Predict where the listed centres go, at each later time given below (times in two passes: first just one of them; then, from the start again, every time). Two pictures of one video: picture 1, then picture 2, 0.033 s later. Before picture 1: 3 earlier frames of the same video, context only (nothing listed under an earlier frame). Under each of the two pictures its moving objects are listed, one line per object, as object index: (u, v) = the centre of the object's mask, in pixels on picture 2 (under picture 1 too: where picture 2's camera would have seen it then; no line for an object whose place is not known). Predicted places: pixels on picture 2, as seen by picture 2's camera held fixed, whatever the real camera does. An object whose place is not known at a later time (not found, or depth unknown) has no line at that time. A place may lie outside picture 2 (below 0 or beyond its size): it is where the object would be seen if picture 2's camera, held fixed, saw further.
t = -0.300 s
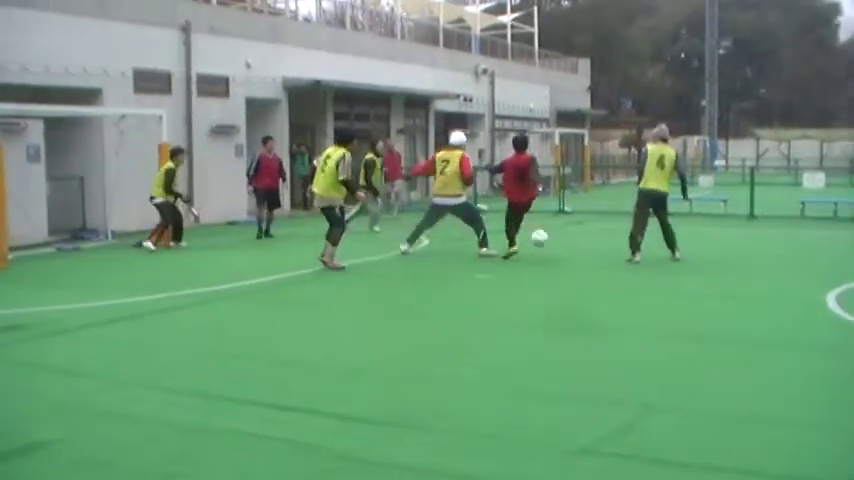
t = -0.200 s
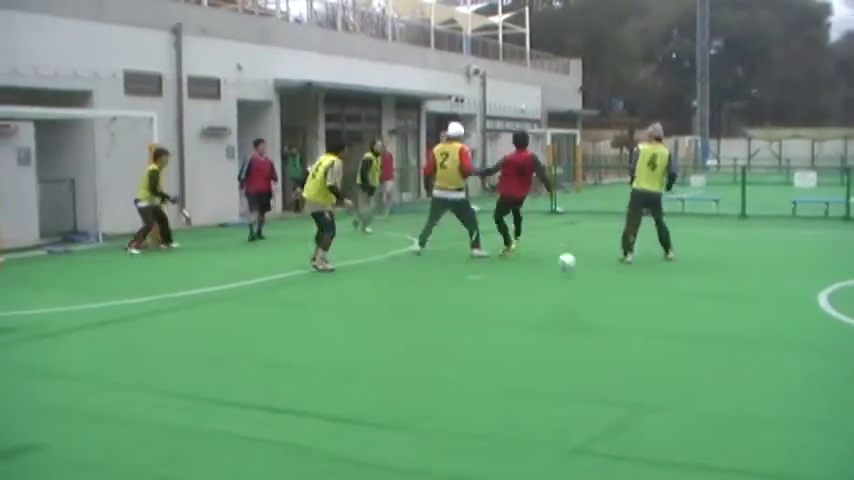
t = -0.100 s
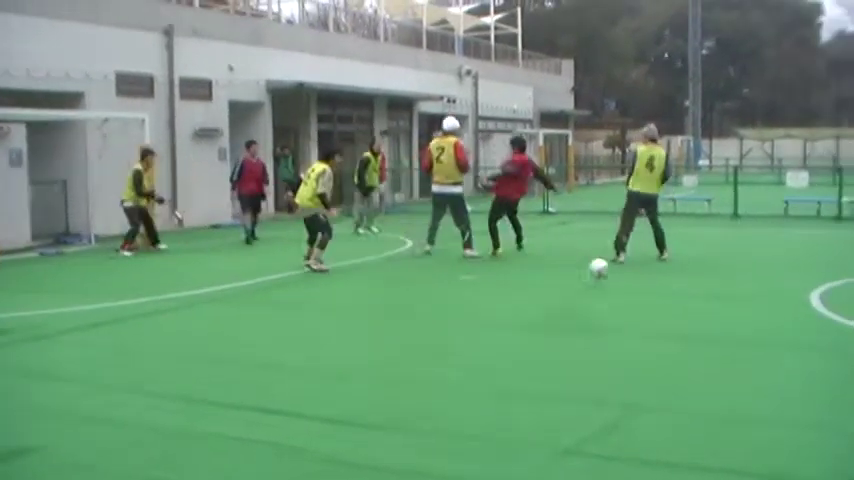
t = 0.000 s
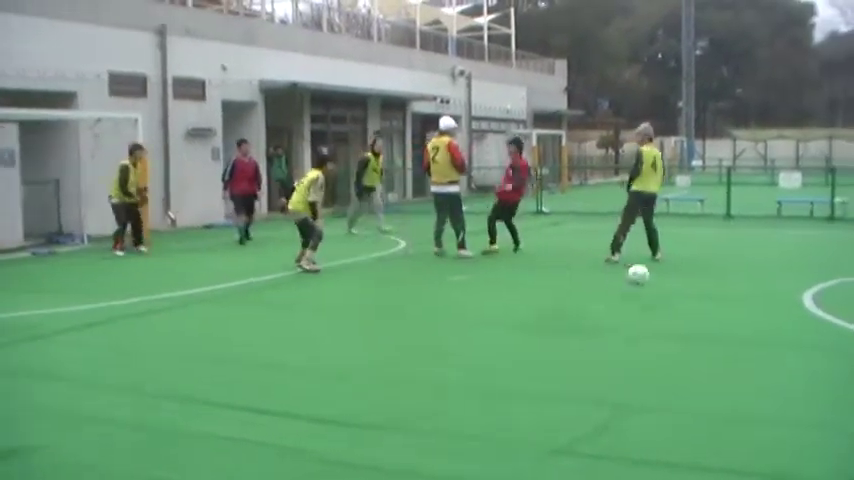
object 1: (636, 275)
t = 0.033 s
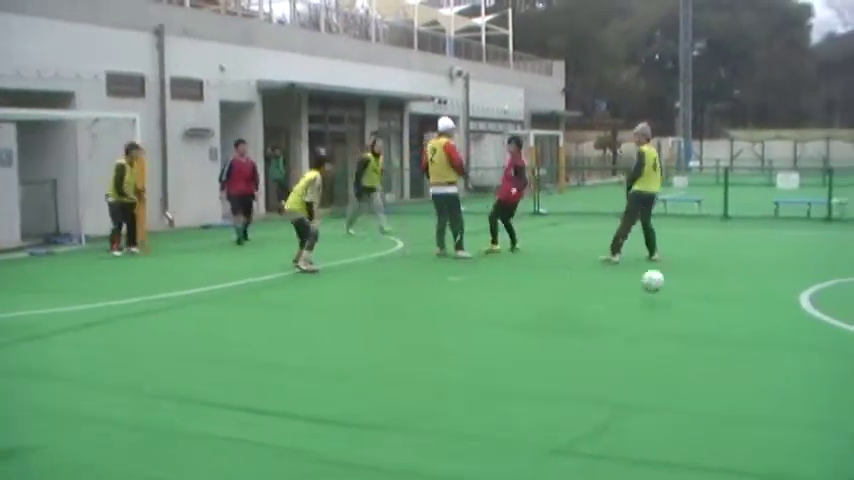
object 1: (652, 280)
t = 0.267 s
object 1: (794, 319)
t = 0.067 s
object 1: (671, 287)
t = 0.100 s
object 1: (690, 295)
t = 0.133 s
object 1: (709, 305)
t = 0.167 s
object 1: (729, 310)
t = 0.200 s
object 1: (749, 311)
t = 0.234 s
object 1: (771, 313)
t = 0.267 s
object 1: (794, 319)
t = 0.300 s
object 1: (816, 325)
